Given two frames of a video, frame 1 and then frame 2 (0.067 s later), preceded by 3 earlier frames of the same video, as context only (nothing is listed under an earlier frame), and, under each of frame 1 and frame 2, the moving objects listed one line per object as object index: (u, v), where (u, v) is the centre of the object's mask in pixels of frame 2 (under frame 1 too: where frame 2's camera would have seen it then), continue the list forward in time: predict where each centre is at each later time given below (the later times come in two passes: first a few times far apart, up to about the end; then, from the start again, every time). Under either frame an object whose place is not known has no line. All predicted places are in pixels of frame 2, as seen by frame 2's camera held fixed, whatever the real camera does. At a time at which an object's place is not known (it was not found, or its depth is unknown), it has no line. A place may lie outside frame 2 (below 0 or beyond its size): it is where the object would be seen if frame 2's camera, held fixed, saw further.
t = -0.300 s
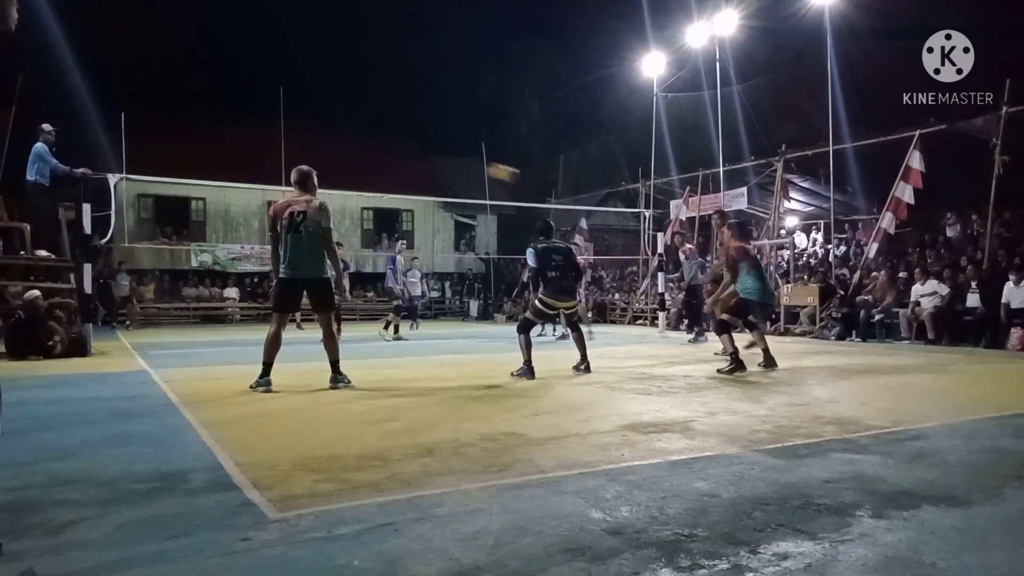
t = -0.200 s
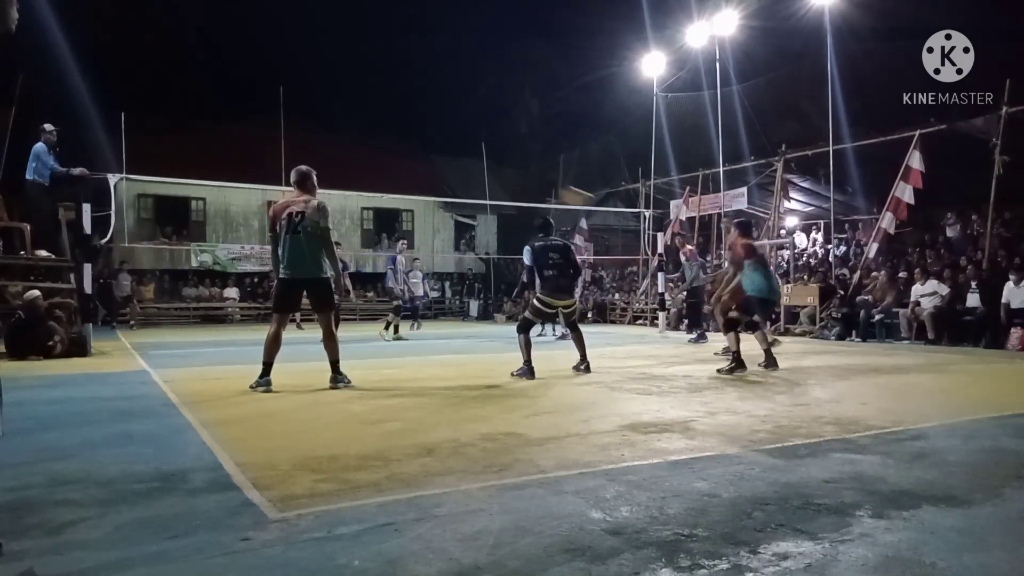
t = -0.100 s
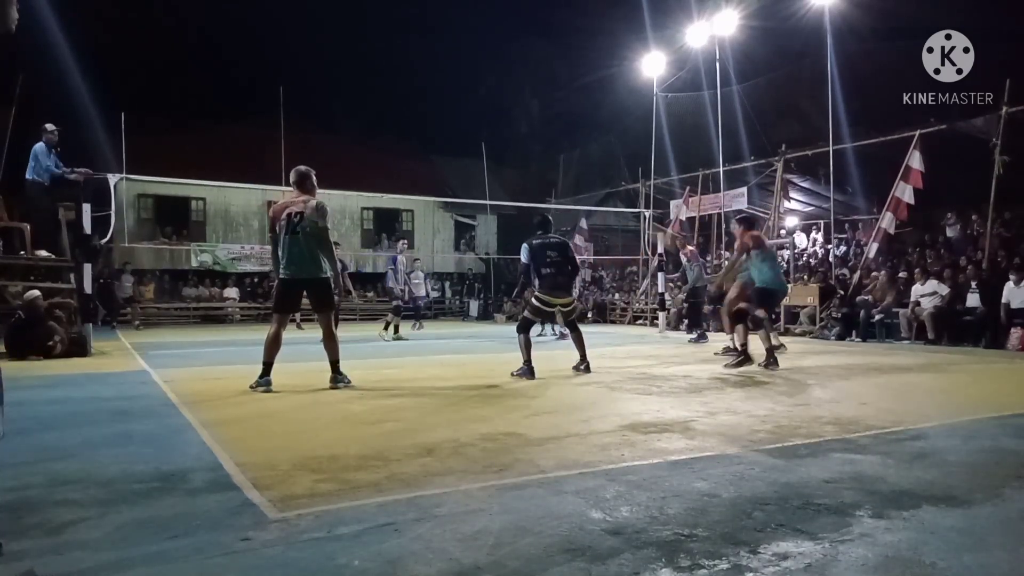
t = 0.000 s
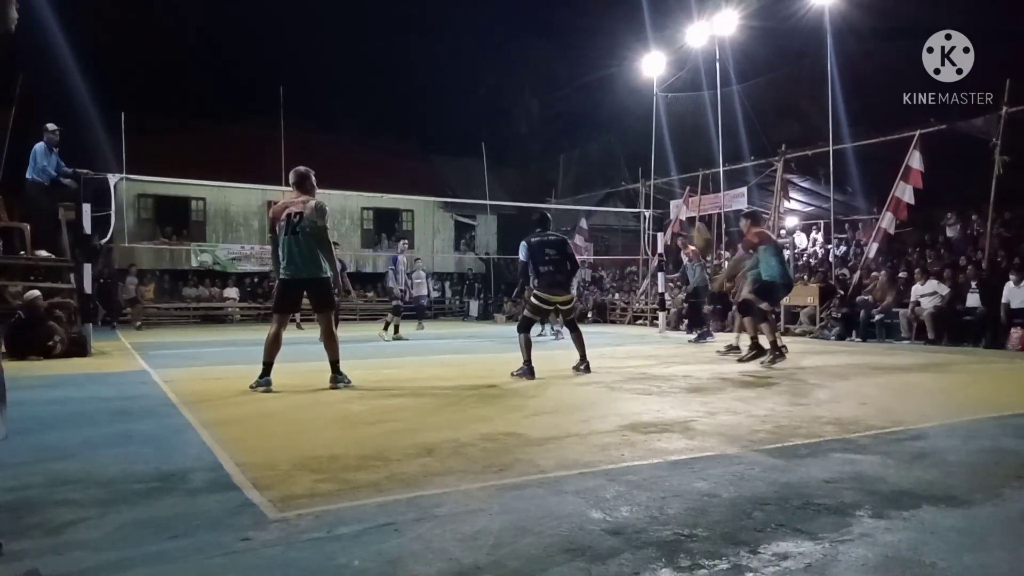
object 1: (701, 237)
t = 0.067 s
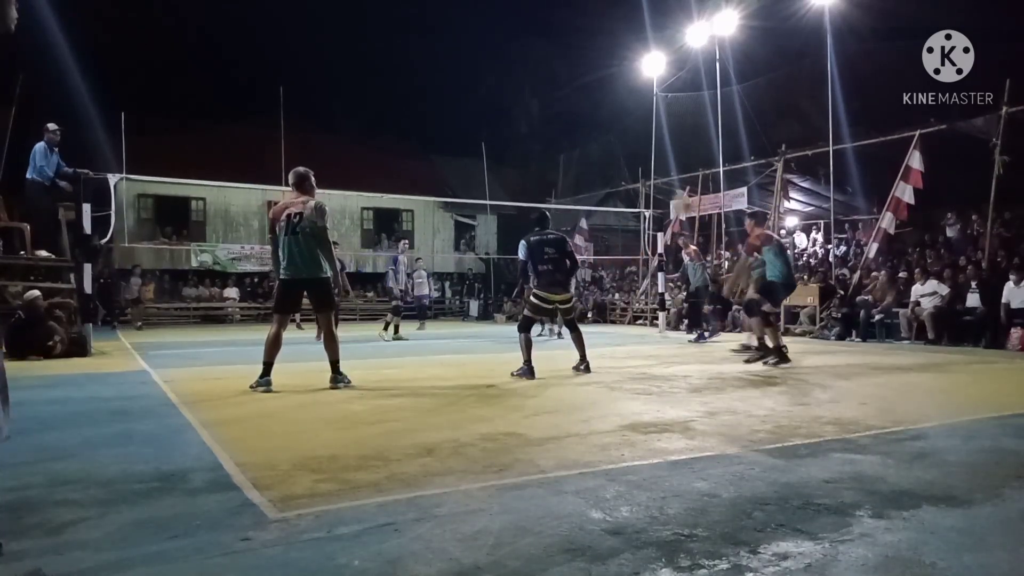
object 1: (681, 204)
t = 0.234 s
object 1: (638, 144)
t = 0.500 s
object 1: (582, 104)
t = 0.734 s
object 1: (541, 113)
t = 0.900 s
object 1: (516, 140)
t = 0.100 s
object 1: (671, 189)
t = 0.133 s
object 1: (664, 176)
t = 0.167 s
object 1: (655, 165)
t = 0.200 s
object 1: (645, 153)
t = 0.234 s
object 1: (638, 144)
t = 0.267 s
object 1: (631, 136)
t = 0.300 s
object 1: (624, 129)
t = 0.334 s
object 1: (615, 122)
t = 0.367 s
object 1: (608, 116)
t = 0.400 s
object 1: (602, 112)
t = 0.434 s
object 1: (595, 109)
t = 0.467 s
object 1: (588, 106)
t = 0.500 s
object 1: (582, 104)
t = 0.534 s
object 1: (576, 103)
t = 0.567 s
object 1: (569, 103)
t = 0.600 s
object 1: (563, 104)
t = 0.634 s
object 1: (557, 105)
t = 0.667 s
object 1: (552, 107)
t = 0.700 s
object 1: (546, 110)
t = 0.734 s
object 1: (541, 113)
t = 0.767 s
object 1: (535, 117)
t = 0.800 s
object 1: (530, 122)
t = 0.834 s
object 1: (525, 128)
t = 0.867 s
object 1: (520, 133)
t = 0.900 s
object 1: (516, 140)
